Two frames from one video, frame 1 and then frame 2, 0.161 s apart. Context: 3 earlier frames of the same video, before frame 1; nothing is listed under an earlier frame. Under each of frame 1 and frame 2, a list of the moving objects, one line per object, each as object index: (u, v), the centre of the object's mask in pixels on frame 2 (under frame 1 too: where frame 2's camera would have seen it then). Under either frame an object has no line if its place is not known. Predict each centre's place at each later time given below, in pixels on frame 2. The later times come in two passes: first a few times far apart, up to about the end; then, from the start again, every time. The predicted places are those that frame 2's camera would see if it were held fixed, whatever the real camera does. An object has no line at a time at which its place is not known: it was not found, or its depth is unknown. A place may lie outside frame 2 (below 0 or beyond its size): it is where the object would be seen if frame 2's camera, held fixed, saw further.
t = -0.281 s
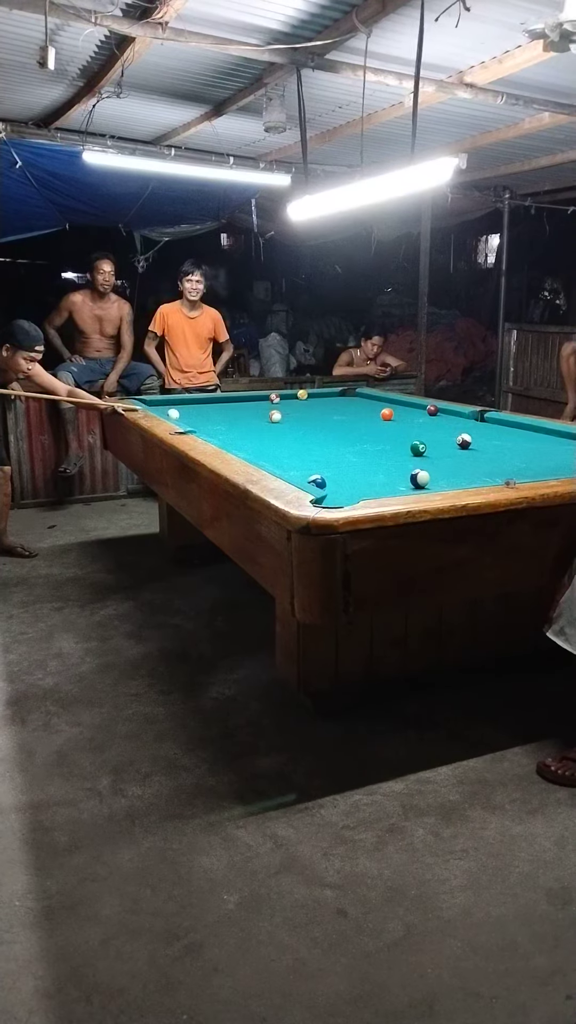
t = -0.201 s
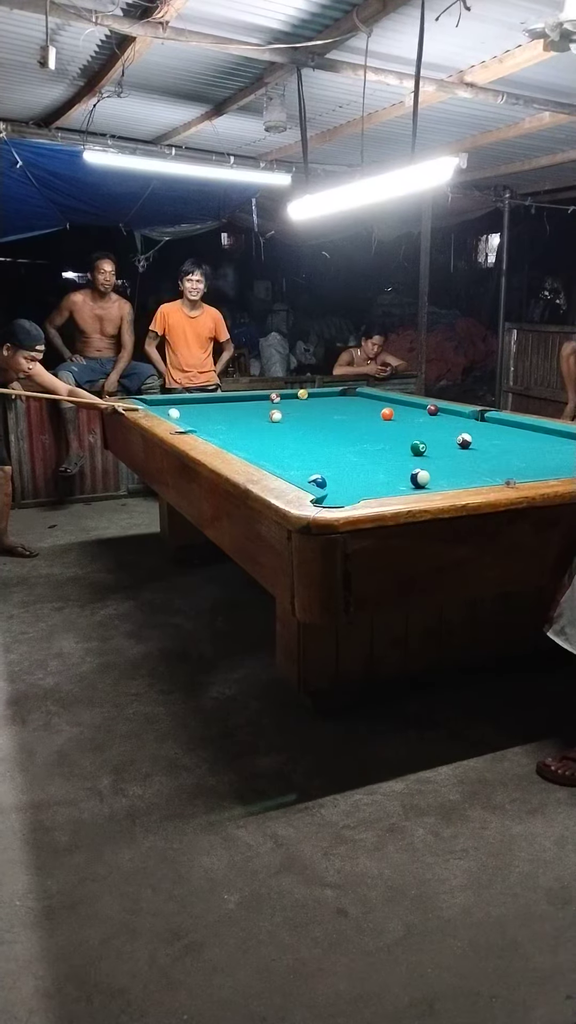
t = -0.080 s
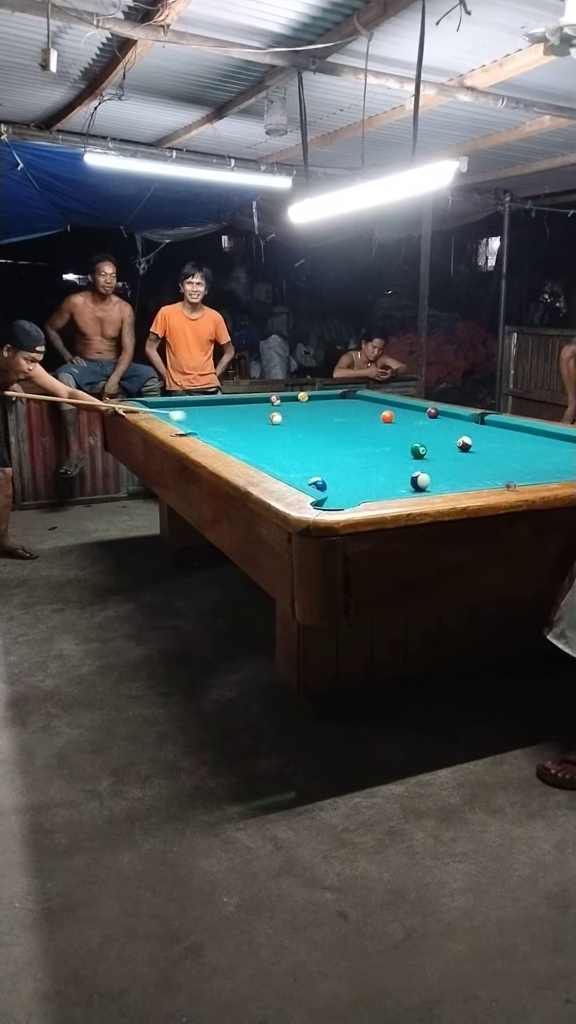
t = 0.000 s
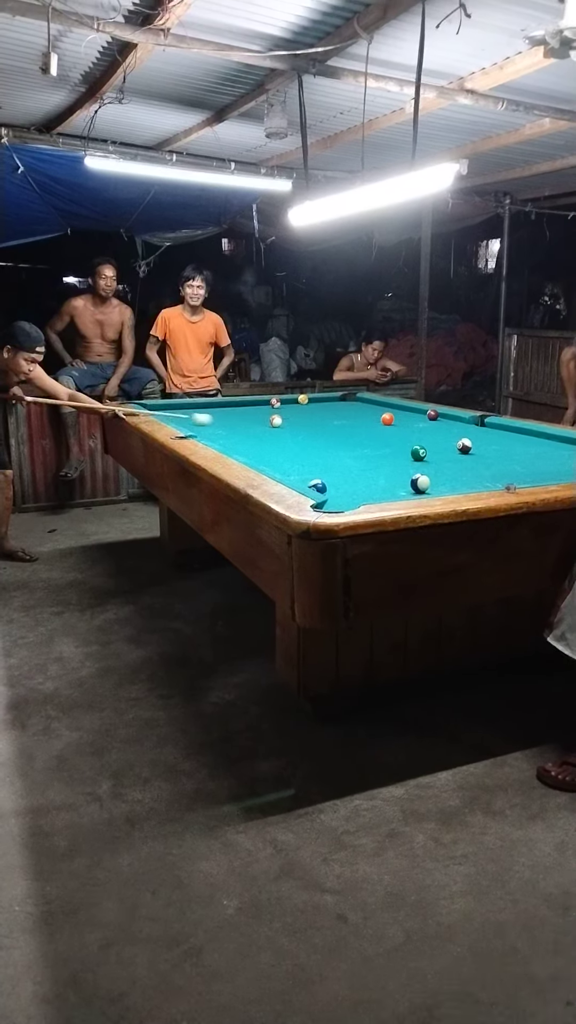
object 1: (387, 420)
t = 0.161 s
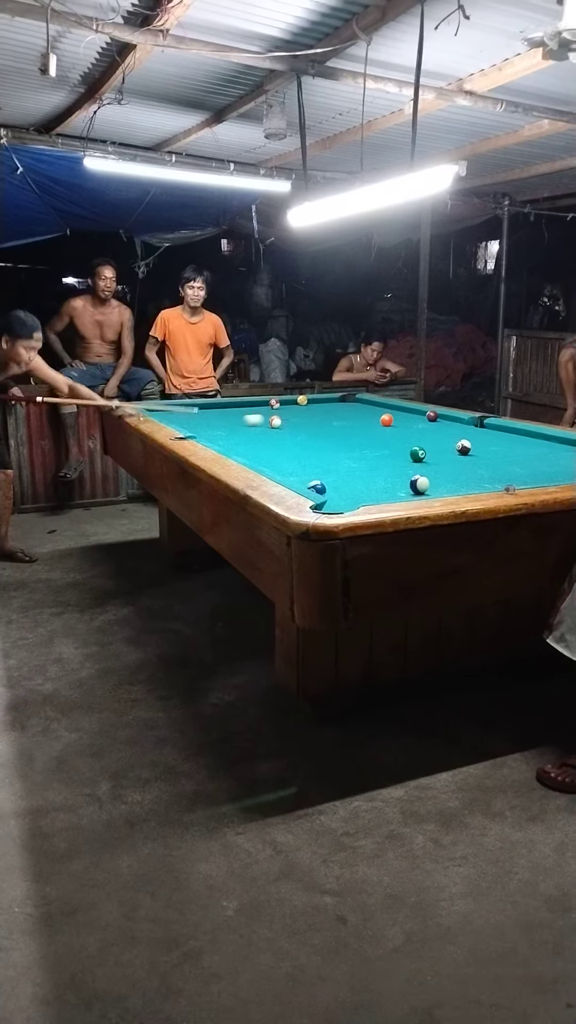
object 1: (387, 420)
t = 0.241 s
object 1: (387, 420)
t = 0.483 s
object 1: (387, 420)
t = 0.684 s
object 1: (419, 421)
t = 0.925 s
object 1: (465, 423)
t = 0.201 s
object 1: (387, 420)
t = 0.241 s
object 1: (387, 420)
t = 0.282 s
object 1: (387, 420)
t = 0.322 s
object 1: (387, 420)
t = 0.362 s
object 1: (387, 420)
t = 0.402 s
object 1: (387, 420)
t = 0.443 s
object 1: (387, 420)
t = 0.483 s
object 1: (387, 420)
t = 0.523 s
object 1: (387, 420)
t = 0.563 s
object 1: (392, 420)
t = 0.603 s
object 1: (402, 420)
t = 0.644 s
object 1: (411, 421)
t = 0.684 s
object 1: (419, 421)
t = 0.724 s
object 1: (426, 421)
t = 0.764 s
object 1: (434, 422)
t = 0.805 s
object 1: (442, 422)
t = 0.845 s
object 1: (450, 422)
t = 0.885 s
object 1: (457, 423)
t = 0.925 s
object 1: (465, 423)
